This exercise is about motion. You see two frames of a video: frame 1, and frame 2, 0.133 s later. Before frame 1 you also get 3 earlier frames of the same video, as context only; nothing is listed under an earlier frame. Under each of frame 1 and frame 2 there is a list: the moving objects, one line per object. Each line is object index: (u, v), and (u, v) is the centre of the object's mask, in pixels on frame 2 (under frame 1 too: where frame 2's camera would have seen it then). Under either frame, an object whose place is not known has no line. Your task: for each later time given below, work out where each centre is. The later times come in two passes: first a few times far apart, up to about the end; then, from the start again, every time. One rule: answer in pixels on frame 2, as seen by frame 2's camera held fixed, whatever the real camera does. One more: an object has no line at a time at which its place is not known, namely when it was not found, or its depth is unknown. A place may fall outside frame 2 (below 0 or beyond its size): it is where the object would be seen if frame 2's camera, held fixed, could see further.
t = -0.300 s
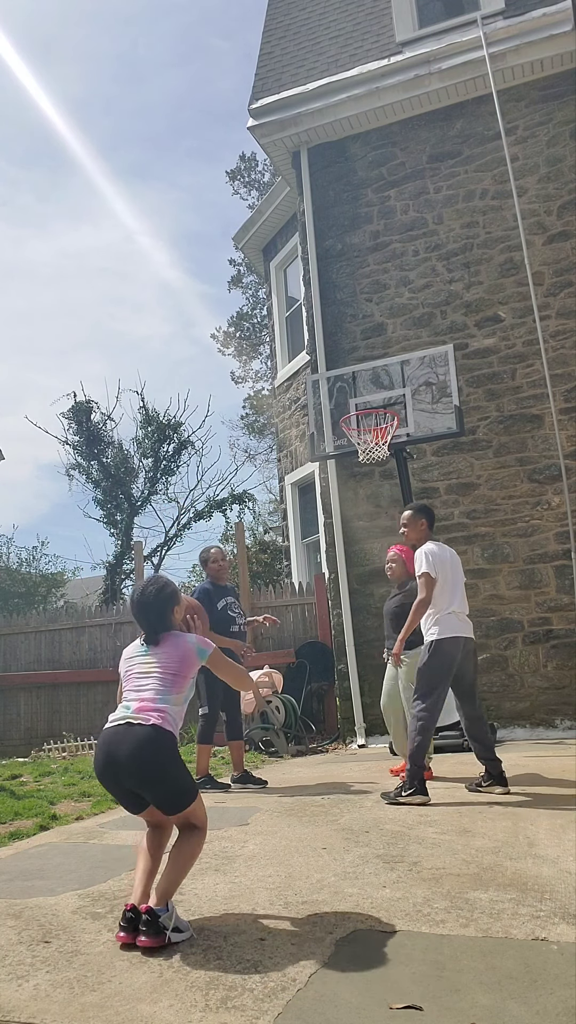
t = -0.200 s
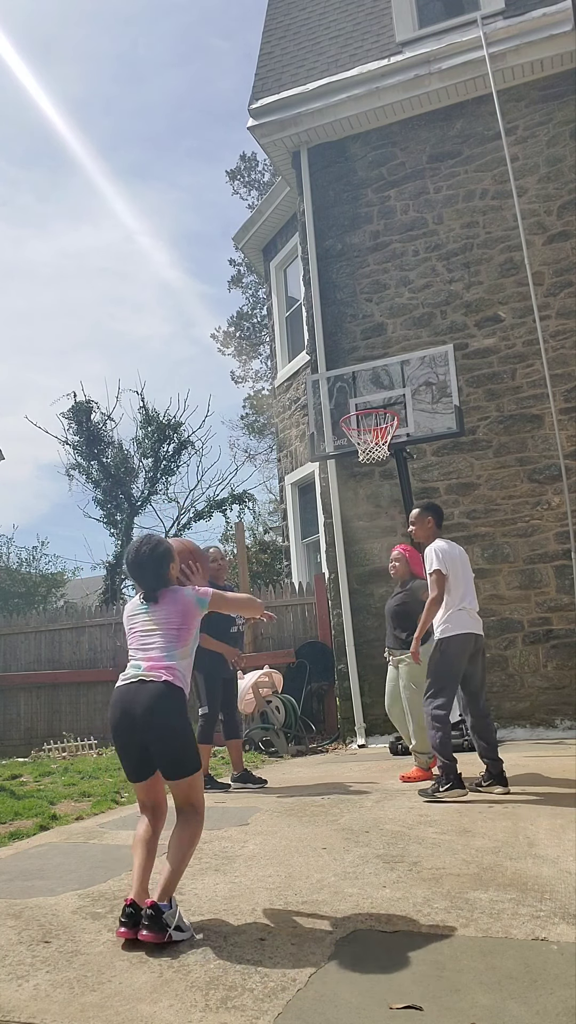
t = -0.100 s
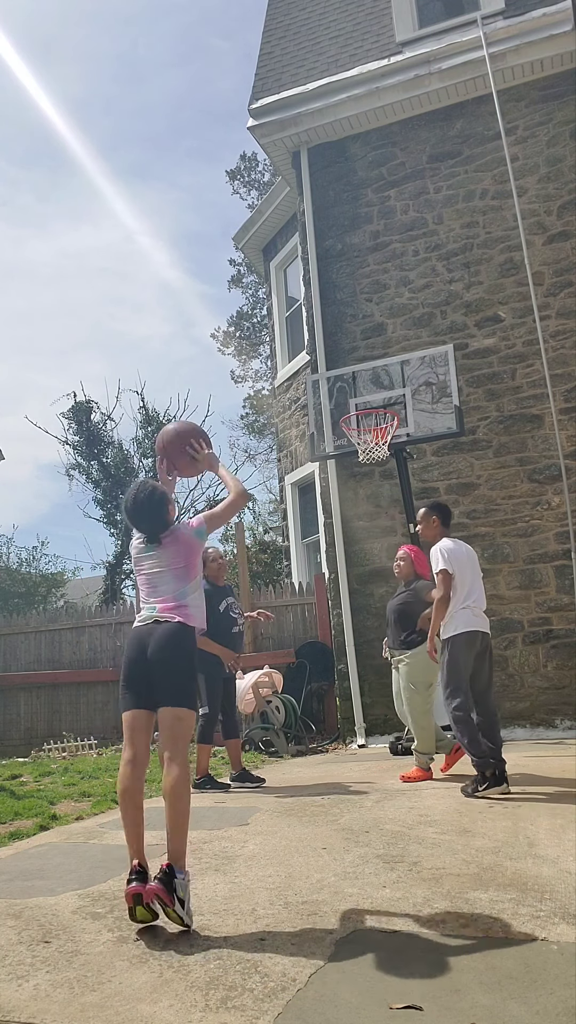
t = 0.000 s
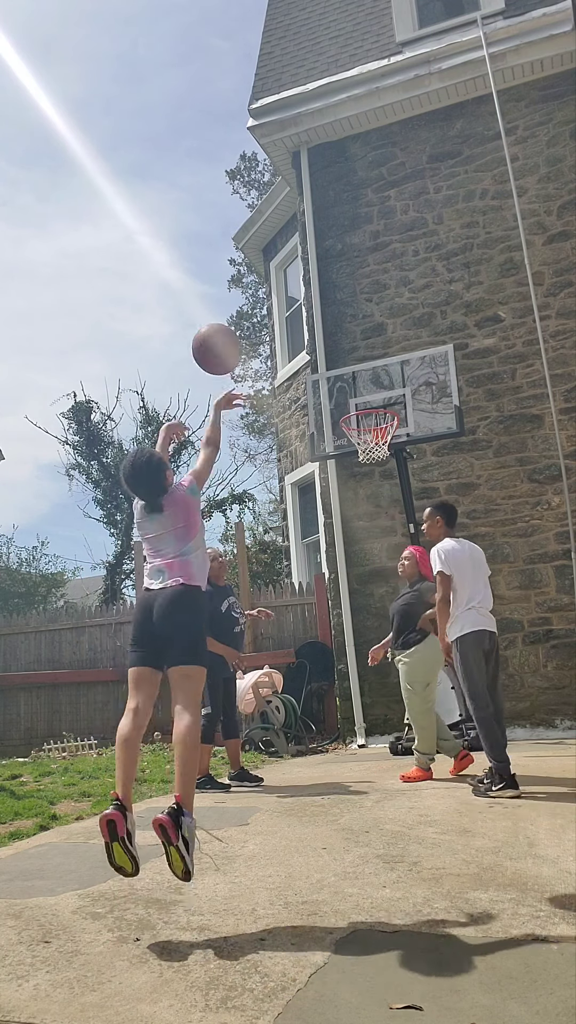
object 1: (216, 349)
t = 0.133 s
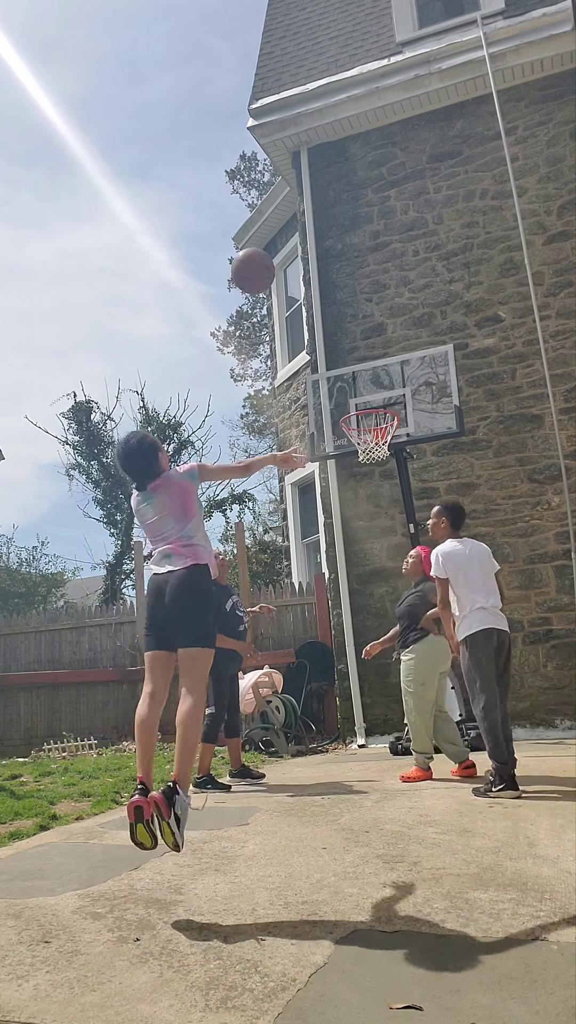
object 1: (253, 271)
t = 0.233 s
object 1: (276, 241)
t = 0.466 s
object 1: (322, 234)
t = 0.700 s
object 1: (361, 288)
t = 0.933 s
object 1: (399, 387)
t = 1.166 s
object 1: (411, 364)
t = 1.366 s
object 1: (429, 341)
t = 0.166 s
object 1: (261, 259)
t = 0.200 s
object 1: (269, 249)
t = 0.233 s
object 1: (276, 241)
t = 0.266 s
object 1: (283, 235)
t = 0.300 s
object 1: (290, 231)
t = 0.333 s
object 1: (297, 228)
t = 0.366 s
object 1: (303, 228)
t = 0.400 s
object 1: (310, 228)
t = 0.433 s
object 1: (315, 230)
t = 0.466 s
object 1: (322, 234)
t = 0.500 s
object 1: (328, 238)
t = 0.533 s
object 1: (334, 244)
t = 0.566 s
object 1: (339, 251)
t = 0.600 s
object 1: (344, 258)
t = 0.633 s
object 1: (350, 267)
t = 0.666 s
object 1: (355, 277)
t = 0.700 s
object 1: (361, 288)
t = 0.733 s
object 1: (367, 300)
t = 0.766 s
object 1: (372, 311)
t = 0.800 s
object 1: (377, 326)
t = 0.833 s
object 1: (383, 340)
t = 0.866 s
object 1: (388, 355)
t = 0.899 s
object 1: (394, 371)
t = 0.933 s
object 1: (399, 387)
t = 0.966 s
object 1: (404, 402)
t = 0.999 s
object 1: (402, 406)
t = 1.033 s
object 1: (401, 403)
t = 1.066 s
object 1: (403, 391)
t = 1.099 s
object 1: (406, 381)
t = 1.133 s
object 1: (408, 372)
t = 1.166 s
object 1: (411, 364)
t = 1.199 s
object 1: (413, 357)
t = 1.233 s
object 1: (416, 352)
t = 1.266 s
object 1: (418, 347)
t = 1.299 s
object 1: (422, 344)
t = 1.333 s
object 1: (425, 341)
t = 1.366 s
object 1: (429, 341)
